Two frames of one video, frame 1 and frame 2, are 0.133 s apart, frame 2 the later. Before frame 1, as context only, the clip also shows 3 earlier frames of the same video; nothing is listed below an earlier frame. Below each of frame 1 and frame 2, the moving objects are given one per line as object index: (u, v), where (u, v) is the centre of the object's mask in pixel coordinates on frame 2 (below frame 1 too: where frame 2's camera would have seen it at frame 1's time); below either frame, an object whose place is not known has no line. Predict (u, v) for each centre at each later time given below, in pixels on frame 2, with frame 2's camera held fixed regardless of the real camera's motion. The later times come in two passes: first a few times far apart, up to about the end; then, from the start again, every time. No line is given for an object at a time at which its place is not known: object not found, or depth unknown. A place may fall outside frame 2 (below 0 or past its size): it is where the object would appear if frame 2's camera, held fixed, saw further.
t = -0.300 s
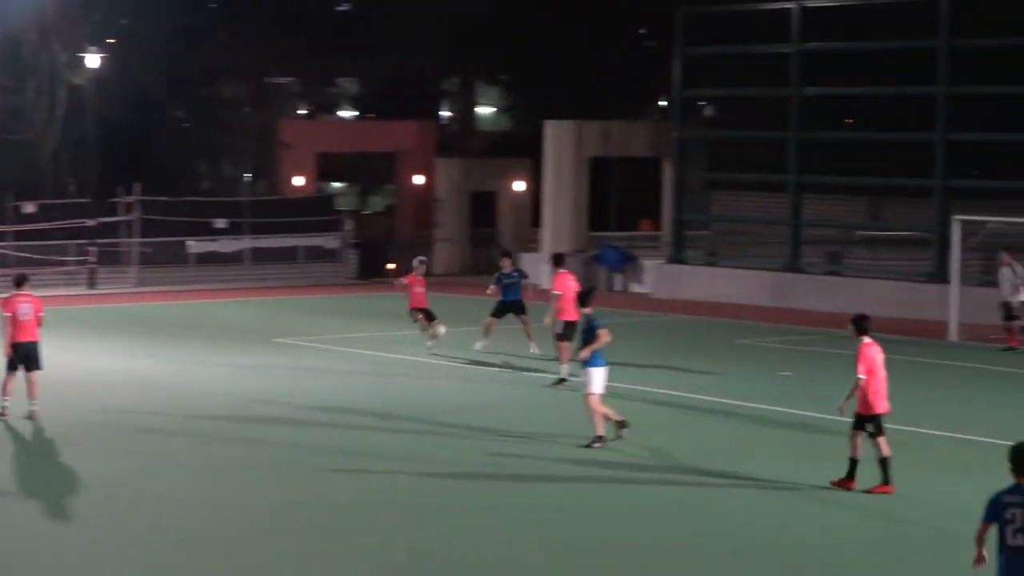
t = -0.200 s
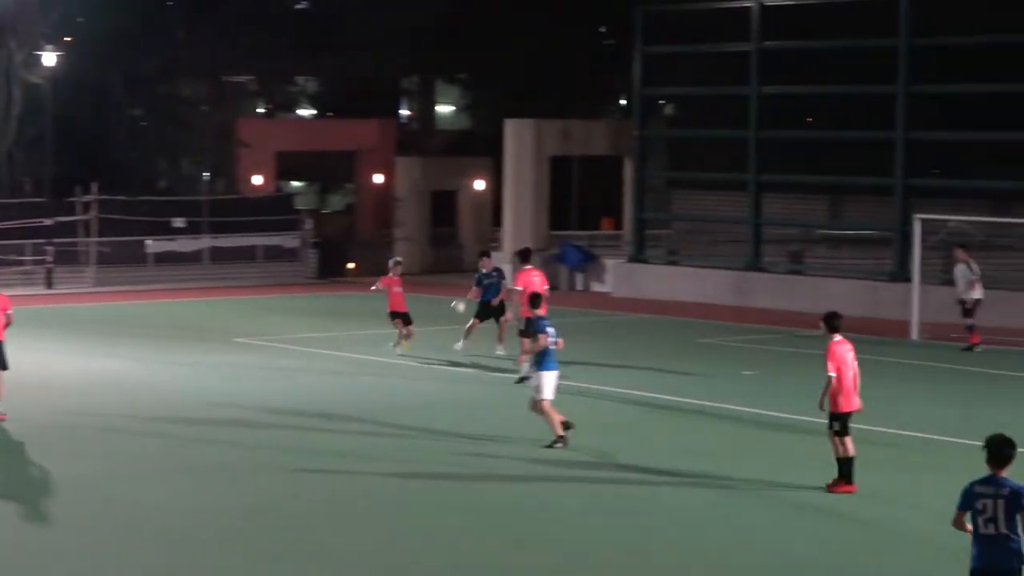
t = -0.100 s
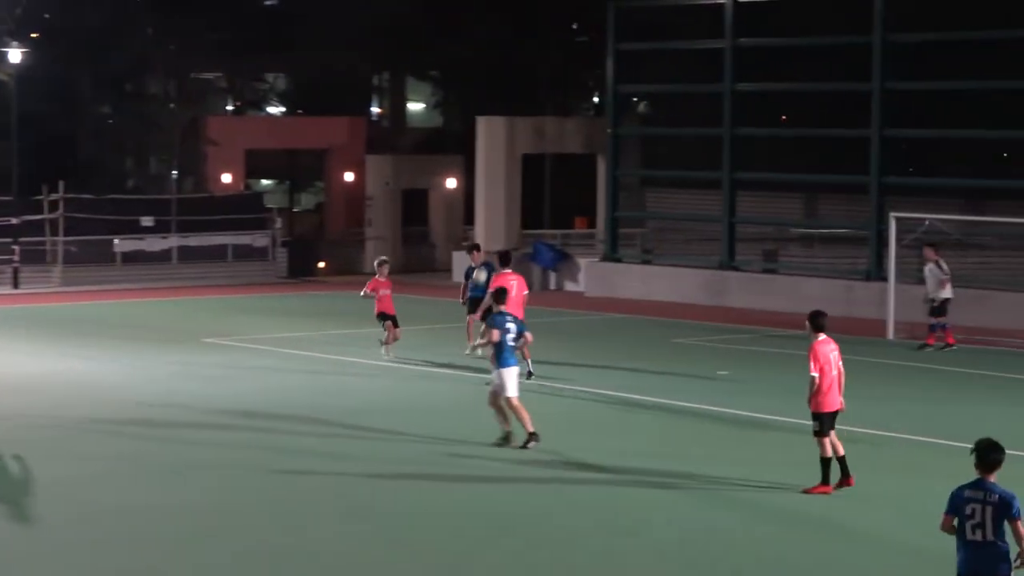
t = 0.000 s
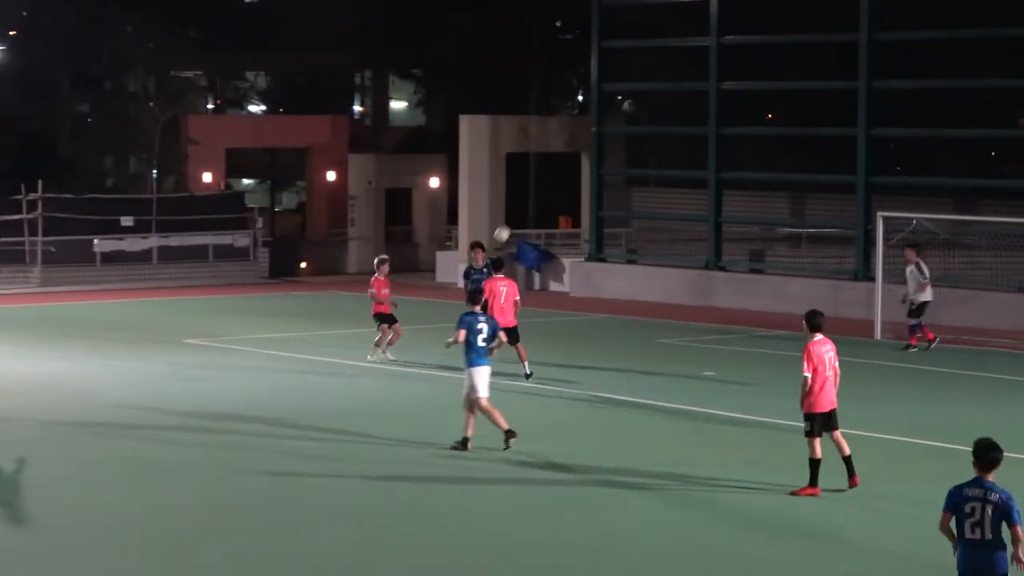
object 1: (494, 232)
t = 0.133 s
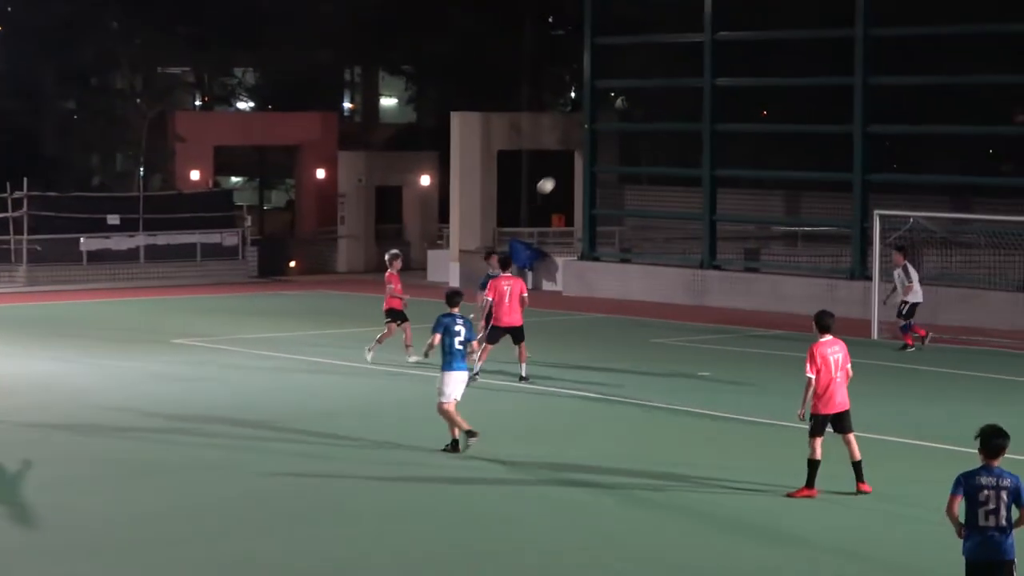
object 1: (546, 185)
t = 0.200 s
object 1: (572, 166)
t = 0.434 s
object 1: (667, 122)
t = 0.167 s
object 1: (559, 175)
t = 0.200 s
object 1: (572, 166)
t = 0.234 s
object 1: (586, 157)
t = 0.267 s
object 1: (599, 149)
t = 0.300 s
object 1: (613, 143)
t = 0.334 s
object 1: (626, 136)
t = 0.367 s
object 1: (640, 131)
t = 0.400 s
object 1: (653, 126)
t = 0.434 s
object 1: (667, 122)
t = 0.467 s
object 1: (681, 119)
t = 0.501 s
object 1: (695, 116)
